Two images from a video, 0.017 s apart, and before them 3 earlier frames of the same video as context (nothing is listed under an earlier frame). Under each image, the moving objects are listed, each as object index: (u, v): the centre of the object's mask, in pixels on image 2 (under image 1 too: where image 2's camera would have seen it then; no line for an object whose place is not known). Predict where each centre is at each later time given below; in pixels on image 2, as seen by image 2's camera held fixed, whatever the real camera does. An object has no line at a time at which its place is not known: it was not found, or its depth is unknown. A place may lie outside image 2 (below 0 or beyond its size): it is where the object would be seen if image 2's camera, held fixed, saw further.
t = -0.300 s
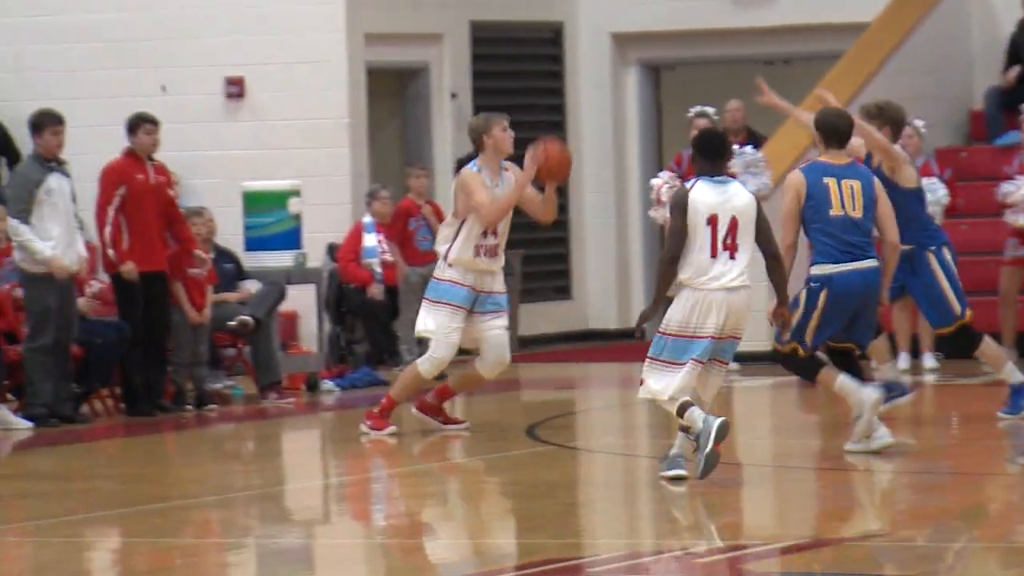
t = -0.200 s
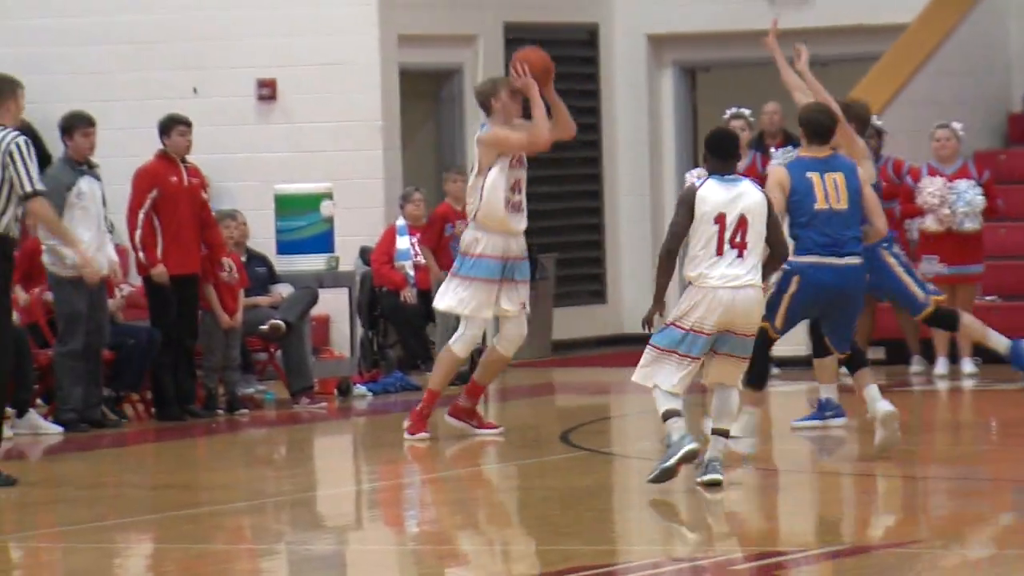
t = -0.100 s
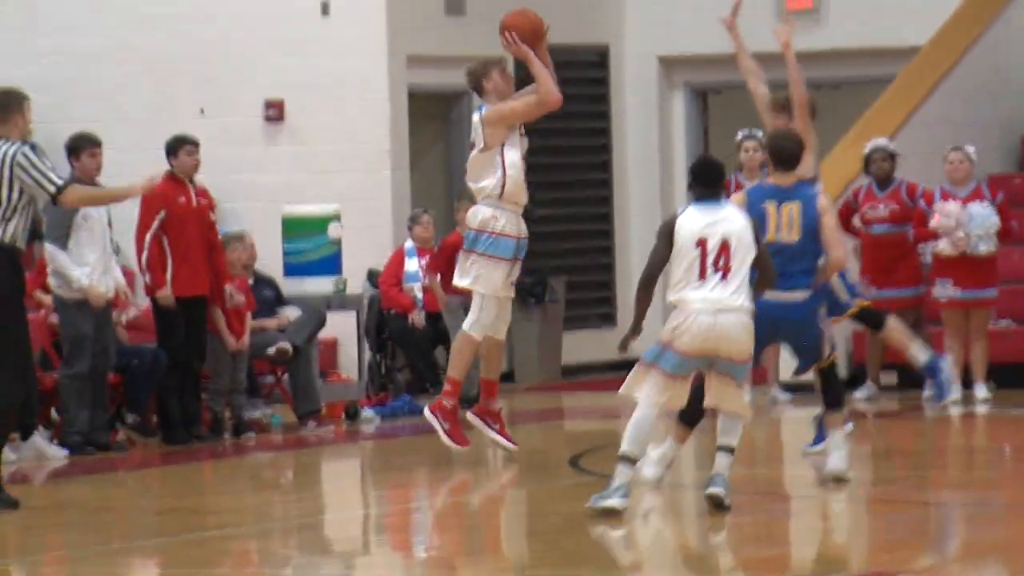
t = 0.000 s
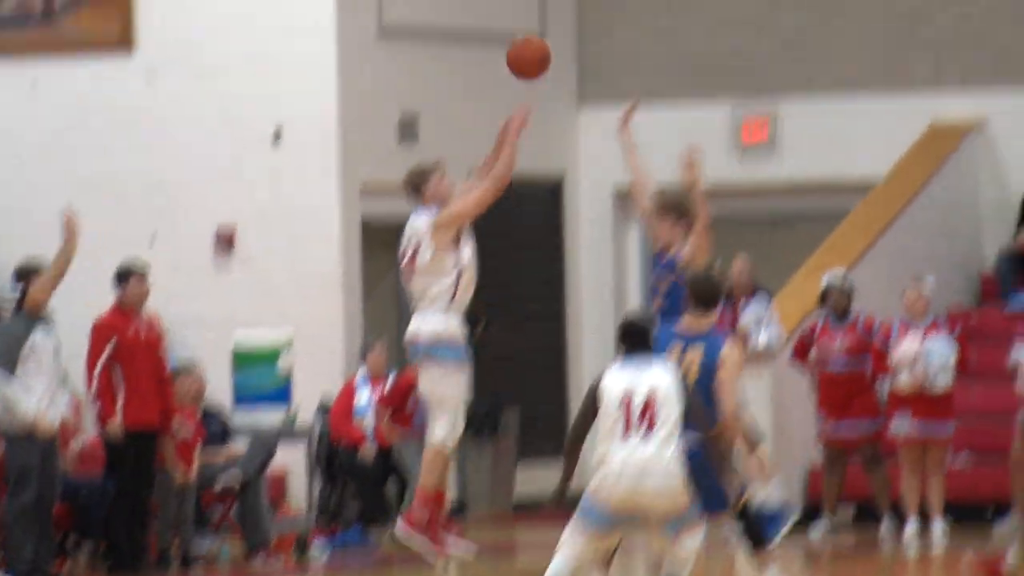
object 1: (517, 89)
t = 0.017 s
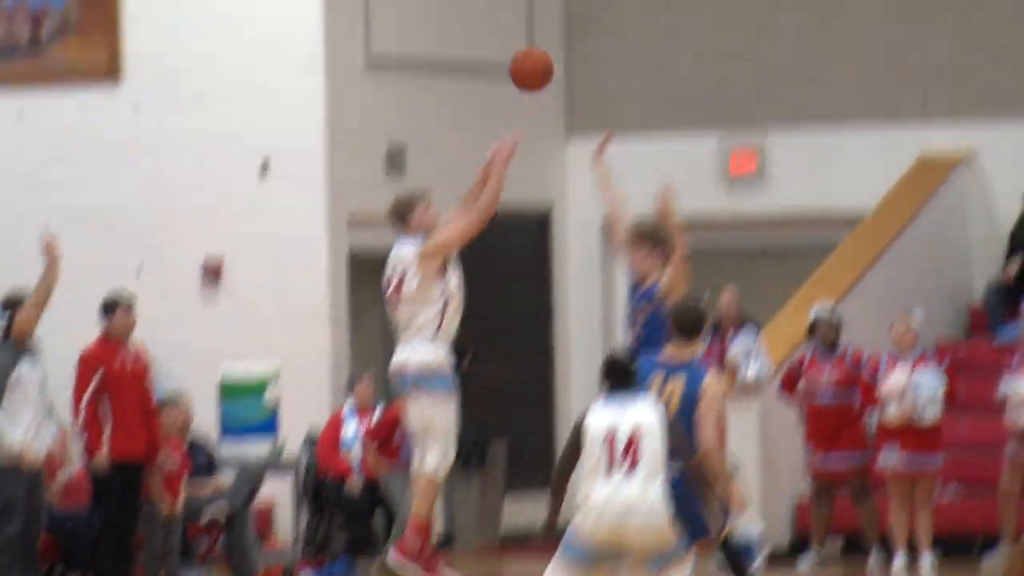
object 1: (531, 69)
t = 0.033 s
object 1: (546, 50)
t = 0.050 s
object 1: (560, 30)
